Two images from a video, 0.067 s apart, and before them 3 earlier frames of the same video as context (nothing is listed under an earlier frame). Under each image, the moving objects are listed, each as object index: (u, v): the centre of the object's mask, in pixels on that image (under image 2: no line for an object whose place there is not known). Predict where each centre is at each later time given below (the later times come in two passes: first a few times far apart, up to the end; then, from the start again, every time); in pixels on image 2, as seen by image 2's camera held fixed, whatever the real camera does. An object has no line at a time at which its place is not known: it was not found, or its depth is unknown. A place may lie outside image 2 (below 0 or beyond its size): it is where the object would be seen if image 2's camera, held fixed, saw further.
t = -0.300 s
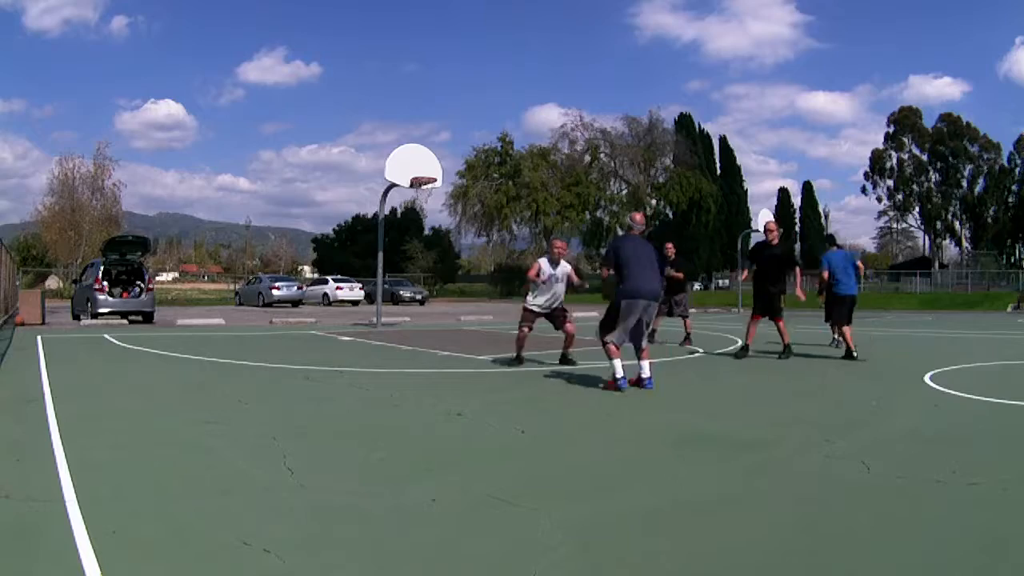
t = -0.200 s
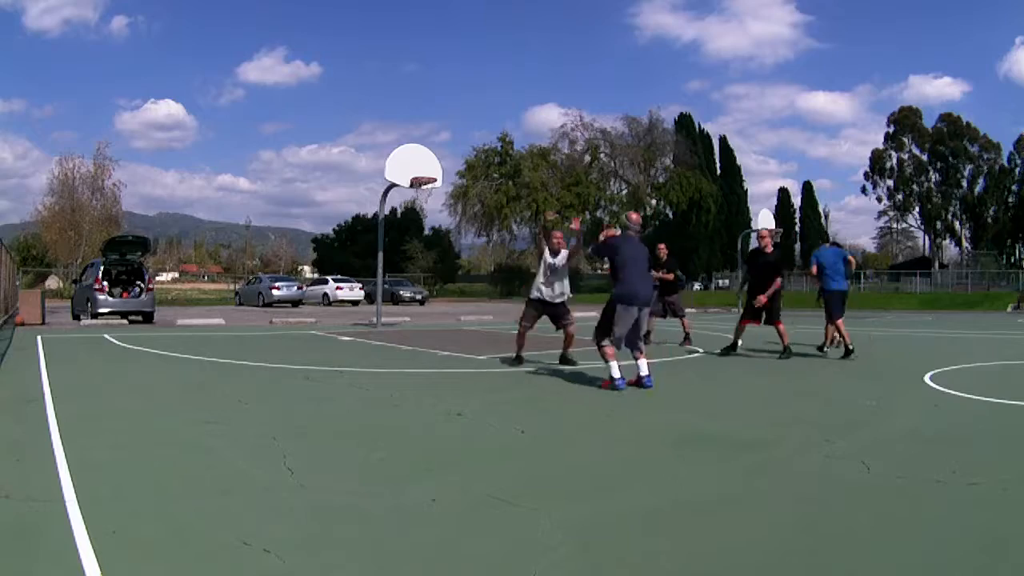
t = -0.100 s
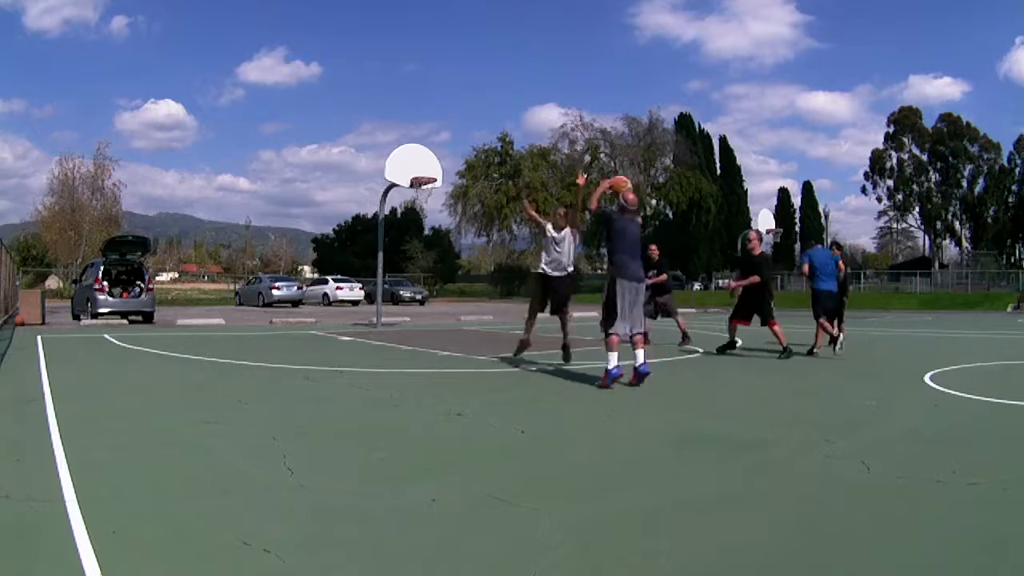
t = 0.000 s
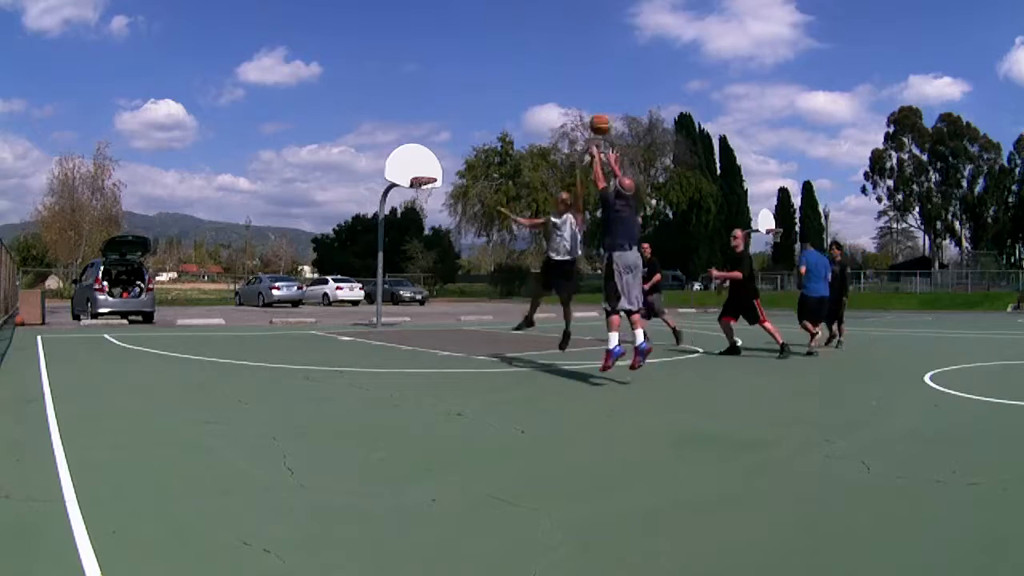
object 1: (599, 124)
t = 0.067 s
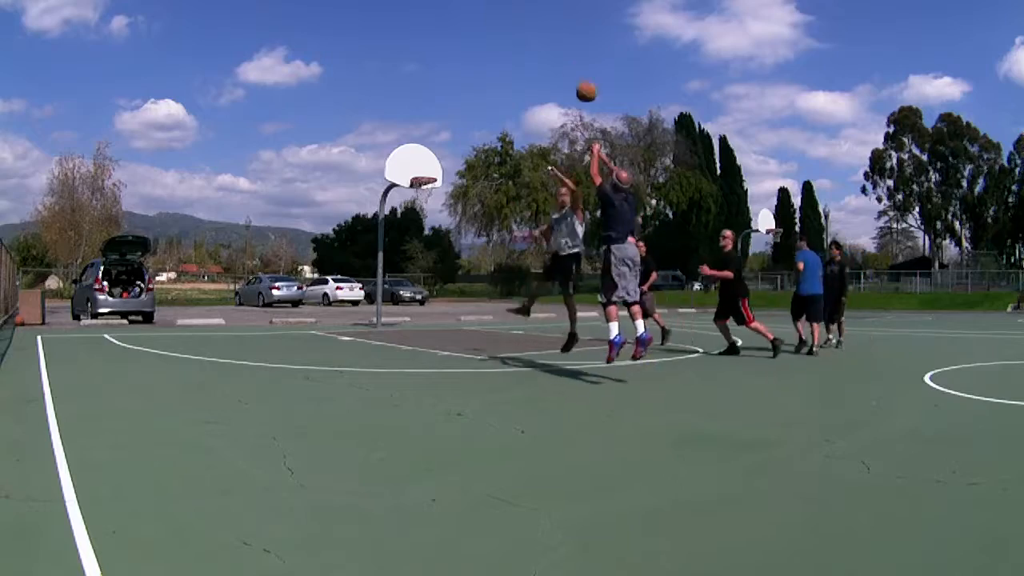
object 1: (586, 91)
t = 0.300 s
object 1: (546, 27)
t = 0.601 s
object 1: (506, 12)
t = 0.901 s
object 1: (473, 47)
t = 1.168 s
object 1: (448, 110)
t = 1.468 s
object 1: (432, 150)
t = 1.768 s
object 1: (433, 115)
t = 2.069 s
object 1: (430, 122)
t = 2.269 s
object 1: (430, 146)
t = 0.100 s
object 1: (580, 78)
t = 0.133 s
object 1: (574, 66)
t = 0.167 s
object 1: (568, 56)
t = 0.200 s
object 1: (562, 47)
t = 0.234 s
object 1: (557, 39)
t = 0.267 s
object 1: (552, 32)
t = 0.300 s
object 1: (546, 27)
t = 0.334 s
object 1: (541, 22)
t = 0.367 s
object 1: (536, 18)
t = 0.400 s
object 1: (532, 15)
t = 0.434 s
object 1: (527, 13)
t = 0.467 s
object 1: (523, 12)
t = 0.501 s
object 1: (518, 11)
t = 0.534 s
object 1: (514, 11)
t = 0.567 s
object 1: (510, 11)
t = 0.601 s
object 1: (506, 12)
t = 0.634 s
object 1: (502, 15)
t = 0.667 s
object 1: (498, 17)
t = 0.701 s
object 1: (494, 20)
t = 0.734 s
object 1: (491, 23)
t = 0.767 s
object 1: (487, 26)
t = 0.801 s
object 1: (483, 32)
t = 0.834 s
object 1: (480, 36)
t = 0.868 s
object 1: (477, 42)
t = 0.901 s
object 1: (473, 47)
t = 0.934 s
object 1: (470, 54)
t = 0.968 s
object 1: (467, 60)
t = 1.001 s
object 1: (464, 67)
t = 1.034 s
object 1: (460, 75)
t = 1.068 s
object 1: (457, 83)
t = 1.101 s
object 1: (454, 92)
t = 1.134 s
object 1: (451, 101)
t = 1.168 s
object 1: (448, 110)
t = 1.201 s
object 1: (445, 121)
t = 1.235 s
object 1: (441, 131)
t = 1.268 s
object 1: (439, 141)
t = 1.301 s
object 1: (436, 153)
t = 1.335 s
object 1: (433, 164)
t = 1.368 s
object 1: (431, 172)
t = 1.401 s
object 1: (431, 163)
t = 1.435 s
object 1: (431, 157)
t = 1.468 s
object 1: (432, 150)
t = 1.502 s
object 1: (432, 144)
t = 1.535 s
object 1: (432, 138)
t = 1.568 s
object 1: (432, 133)
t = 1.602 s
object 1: (432, 129)
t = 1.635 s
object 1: (432, 125)
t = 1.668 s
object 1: (432, 121)
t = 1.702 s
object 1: (433, 119)
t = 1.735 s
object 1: (433, 116)
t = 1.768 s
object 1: (433, 115)
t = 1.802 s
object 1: (432, 114)
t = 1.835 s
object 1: (432, 114)
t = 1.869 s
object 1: (432, 114)
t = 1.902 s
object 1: (432, 114)
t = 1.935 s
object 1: (432, 114)
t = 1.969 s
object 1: (432, 116)
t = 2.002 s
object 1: (431, 117)
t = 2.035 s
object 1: (431, 119)
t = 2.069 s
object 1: (430, 122)
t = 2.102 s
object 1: (430, 126)
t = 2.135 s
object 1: (430, 130)
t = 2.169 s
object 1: (429, 133)
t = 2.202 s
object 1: (429, 138)
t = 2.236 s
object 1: (428, 143)
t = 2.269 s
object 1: (430, 146)
